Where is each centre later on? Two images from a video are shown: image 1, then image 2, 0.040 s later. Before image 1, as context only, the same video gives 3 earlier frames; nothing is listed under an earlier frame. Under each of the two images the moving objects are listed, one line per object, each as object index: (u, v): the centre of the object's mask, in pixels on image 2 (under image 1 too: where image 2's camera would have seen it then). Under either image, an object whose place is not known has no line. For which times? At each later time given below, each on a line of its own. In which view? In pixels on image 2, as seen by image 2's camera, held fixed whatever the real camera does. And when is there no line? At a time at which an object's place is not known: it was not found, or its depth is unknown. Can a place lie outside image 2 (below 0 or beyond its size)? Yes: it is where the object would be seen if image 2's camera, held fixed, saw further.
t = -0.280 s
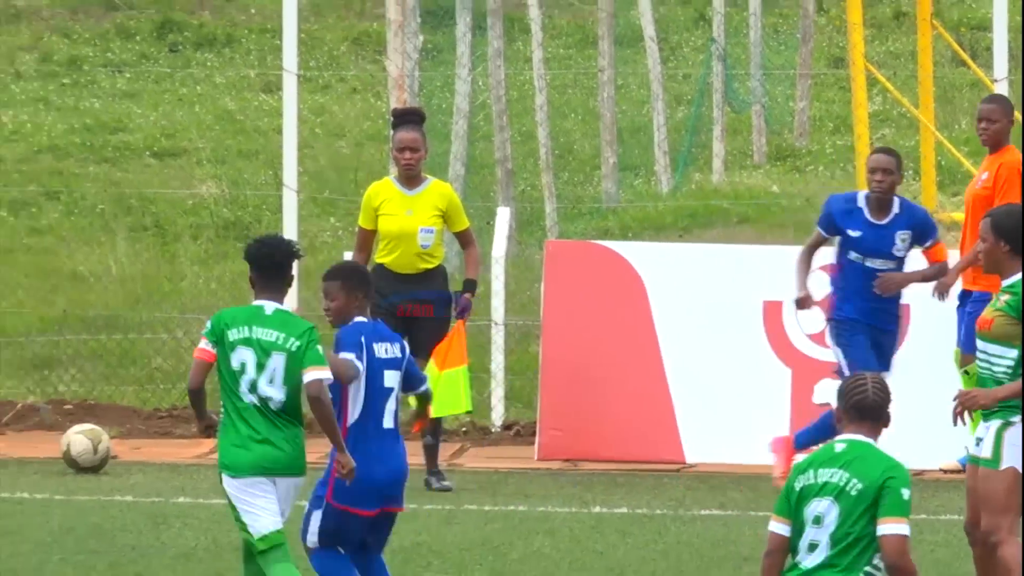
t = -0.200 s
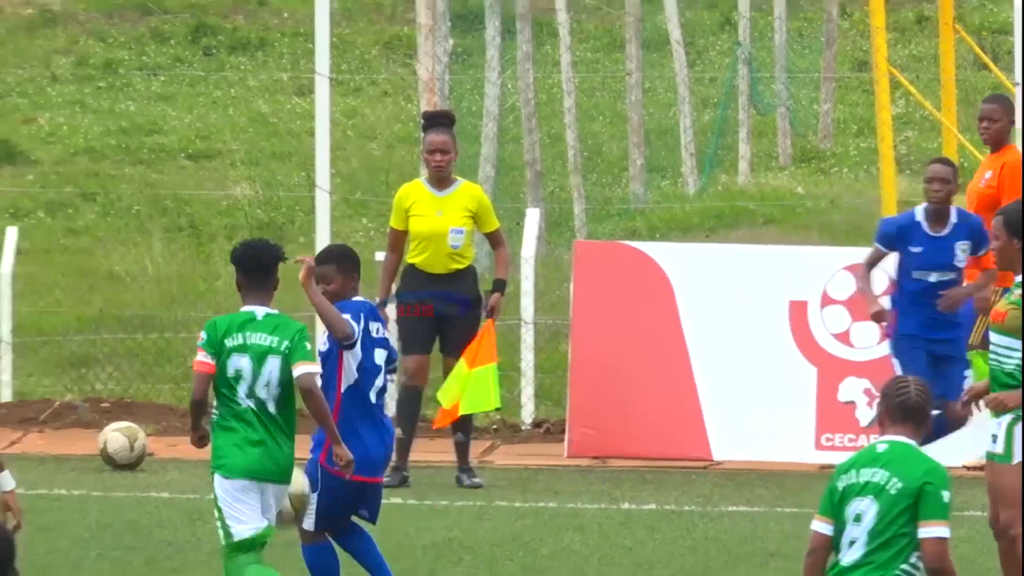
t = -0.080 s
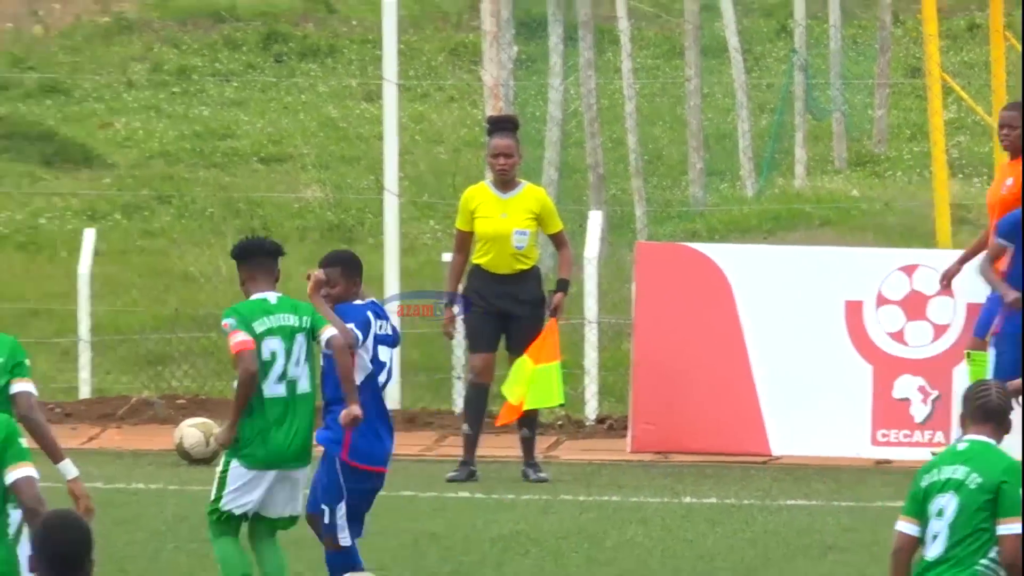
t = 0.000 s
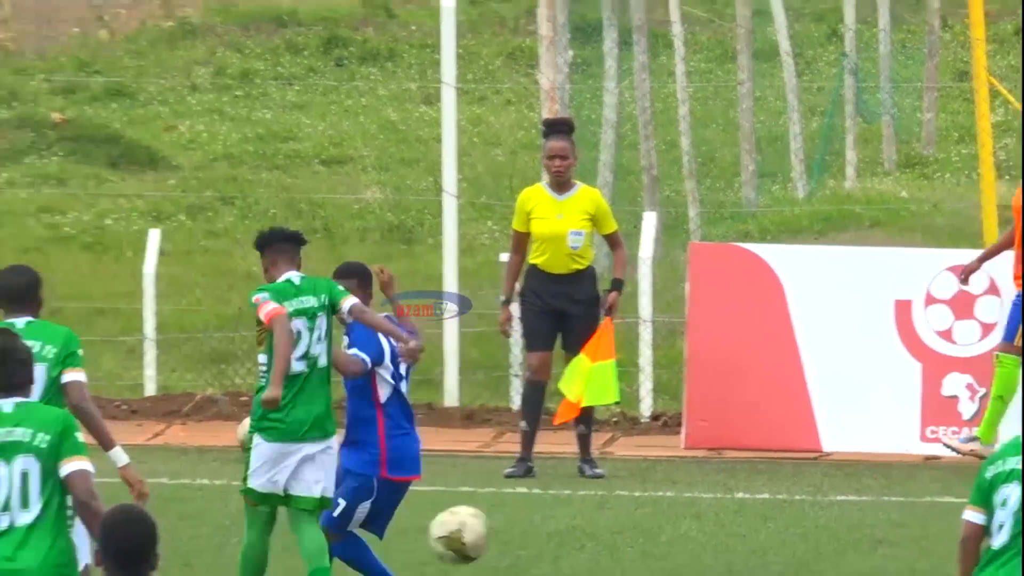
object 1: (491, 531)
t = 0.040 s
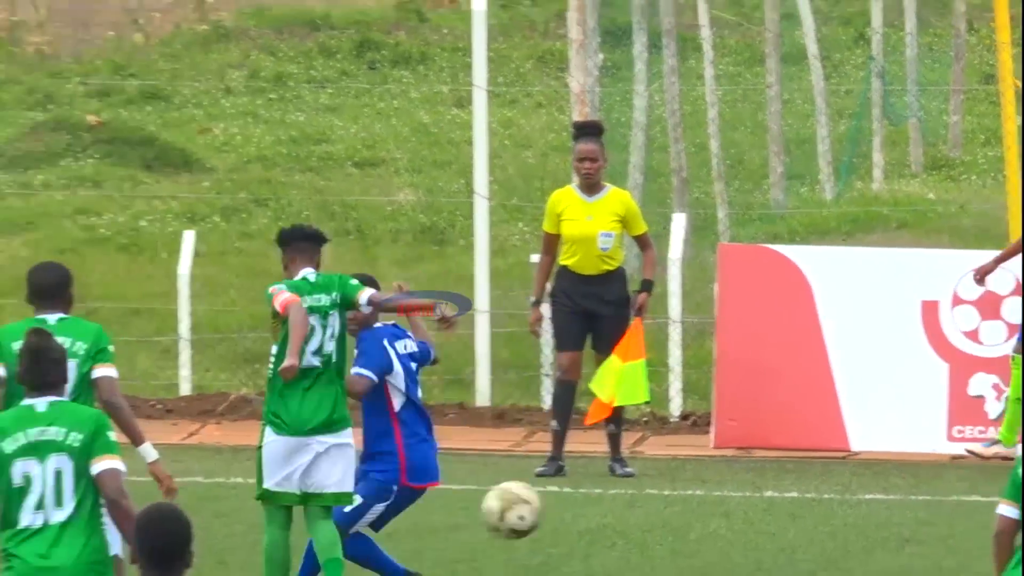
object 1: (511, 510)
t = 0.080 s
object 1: (533, 492)
